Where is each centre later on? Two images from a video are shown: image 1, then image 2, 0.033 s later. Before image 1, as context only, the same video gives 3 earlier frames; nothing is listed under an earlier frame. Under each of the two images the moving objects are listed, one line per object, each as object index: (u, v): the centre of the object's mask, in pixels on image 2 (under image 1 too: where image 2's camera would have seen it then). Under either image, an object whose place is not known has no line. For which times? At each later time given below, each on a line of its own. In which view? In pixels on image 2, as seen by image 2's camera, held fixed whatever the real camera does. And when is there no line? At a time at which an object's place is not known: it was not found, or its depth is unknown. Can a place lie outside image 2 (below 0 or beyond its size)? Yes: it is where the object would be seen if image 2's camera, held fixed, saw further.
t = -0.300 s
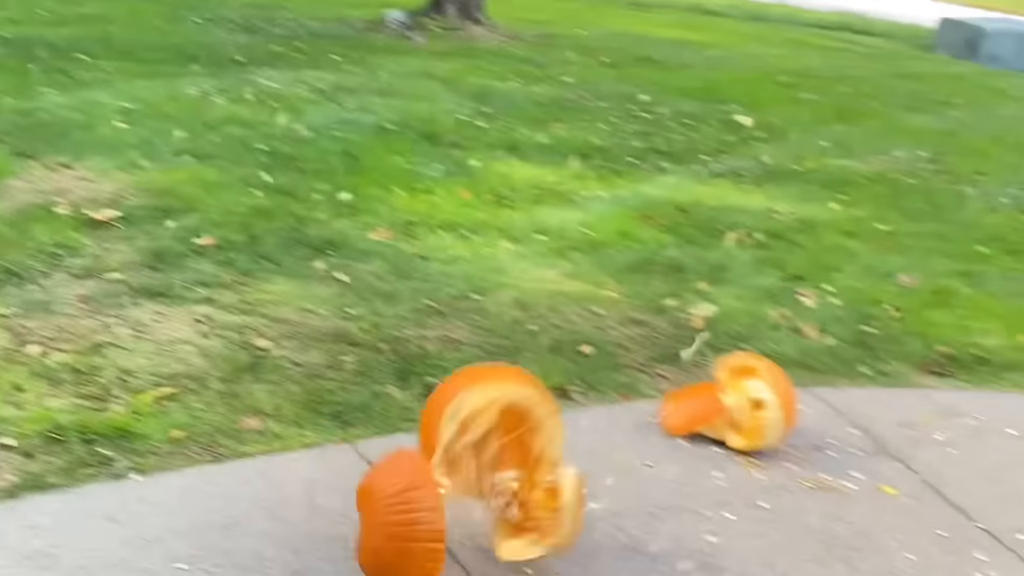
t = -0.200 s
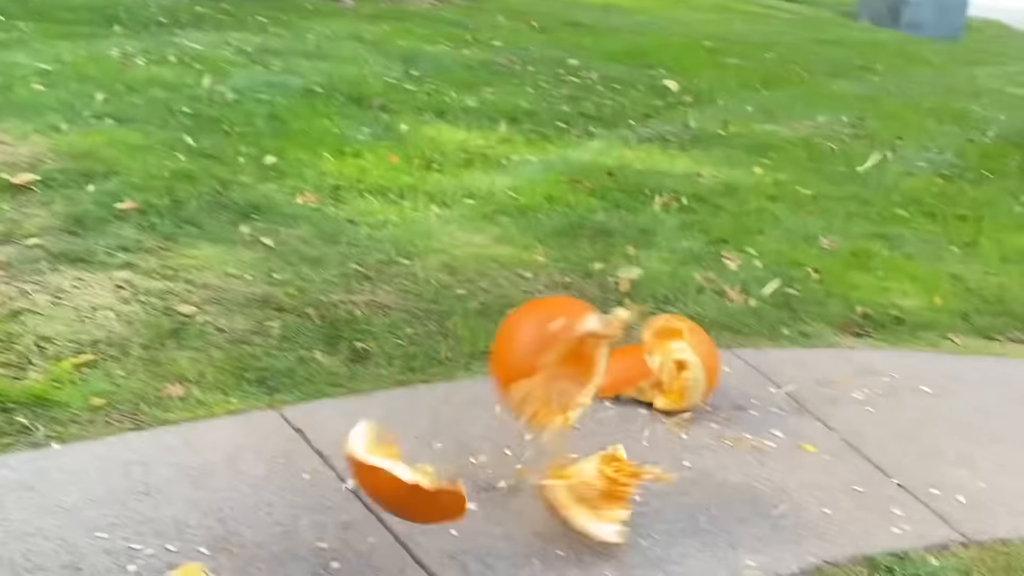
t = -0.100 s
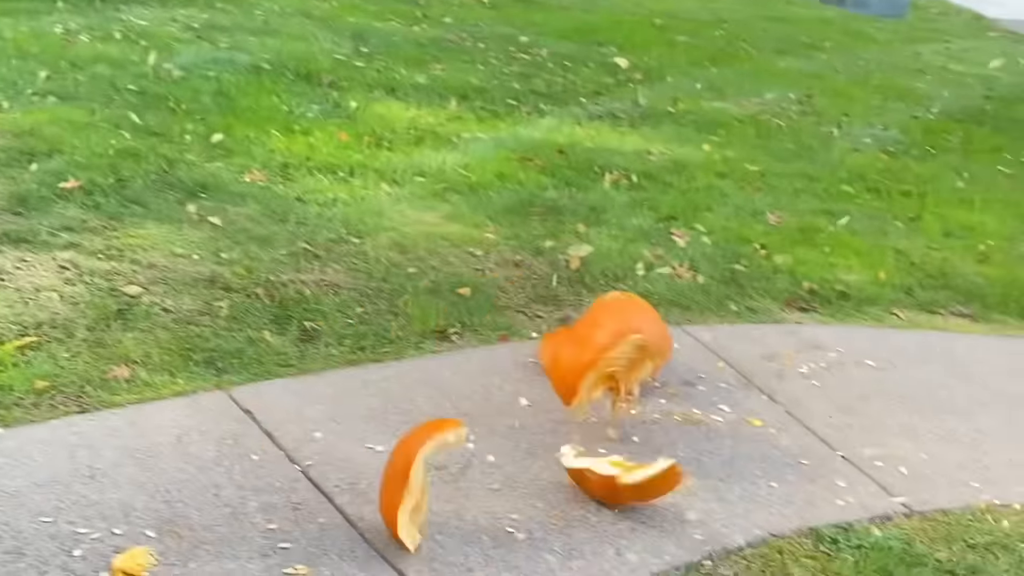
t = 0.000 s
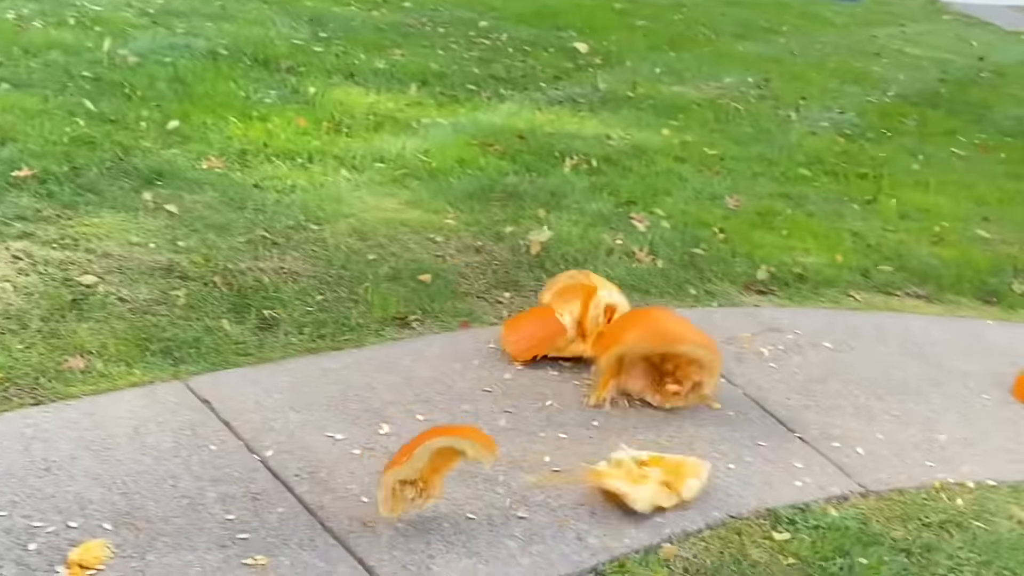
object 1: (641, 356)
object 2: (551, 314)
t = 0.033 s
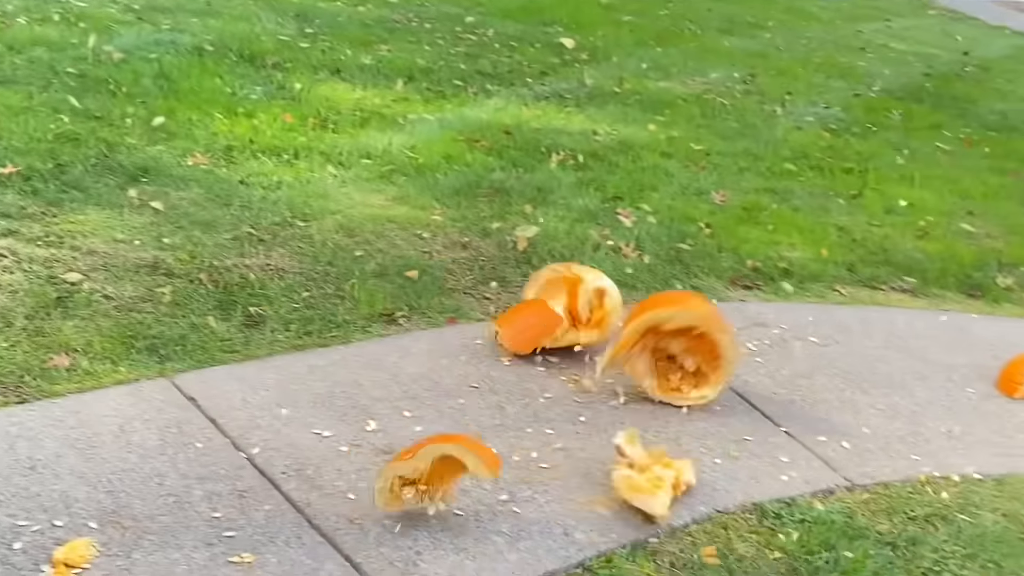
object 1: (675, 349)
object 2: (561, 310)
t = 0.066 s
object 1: (710, 343)
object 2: (564, 306)
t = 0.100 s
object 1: (742, 343)
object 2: (568, 303)
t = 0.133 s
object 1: (773, 342)
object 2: (570, 301)
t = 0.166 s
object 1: (798, 346)
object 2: (574, 298)
